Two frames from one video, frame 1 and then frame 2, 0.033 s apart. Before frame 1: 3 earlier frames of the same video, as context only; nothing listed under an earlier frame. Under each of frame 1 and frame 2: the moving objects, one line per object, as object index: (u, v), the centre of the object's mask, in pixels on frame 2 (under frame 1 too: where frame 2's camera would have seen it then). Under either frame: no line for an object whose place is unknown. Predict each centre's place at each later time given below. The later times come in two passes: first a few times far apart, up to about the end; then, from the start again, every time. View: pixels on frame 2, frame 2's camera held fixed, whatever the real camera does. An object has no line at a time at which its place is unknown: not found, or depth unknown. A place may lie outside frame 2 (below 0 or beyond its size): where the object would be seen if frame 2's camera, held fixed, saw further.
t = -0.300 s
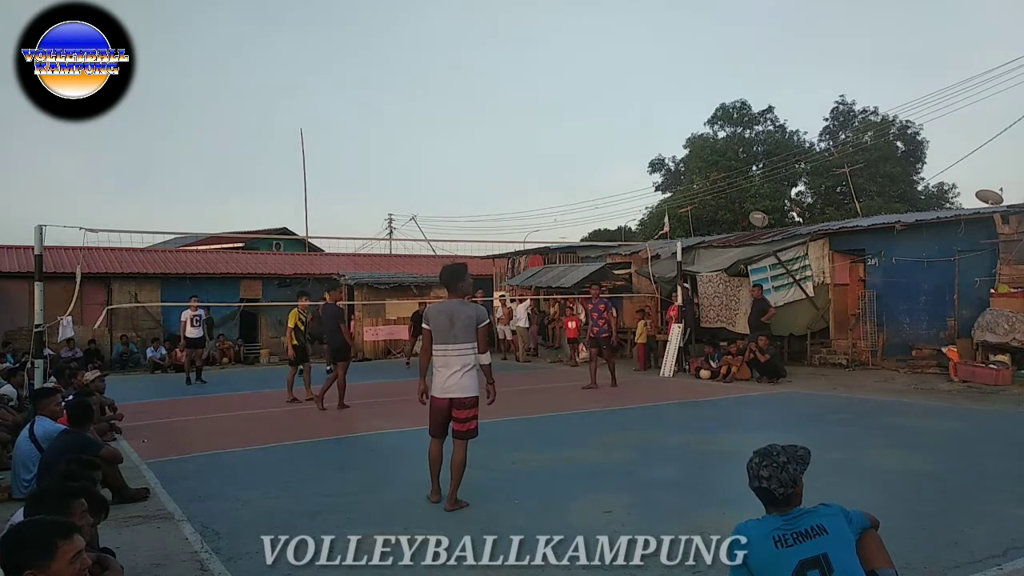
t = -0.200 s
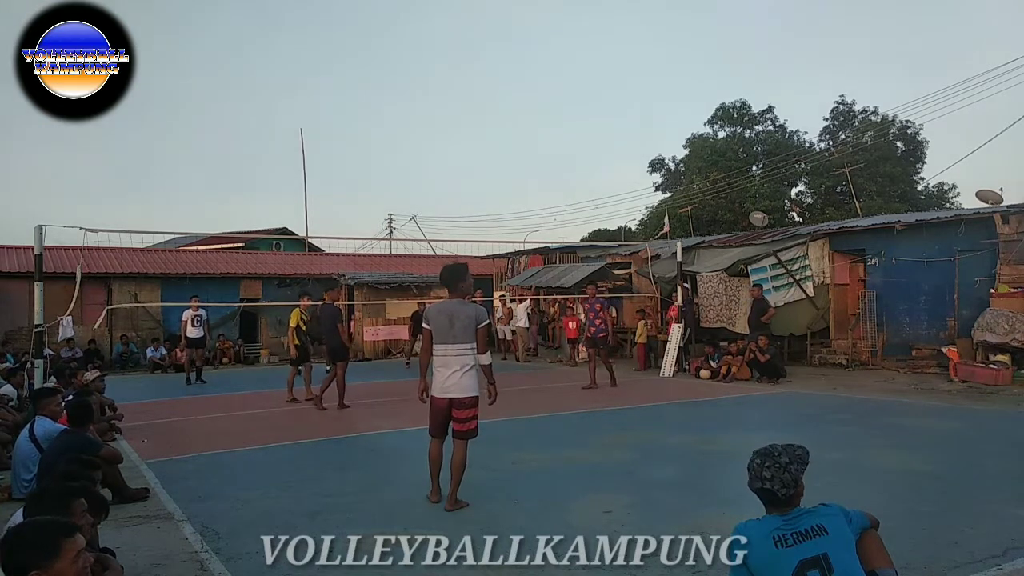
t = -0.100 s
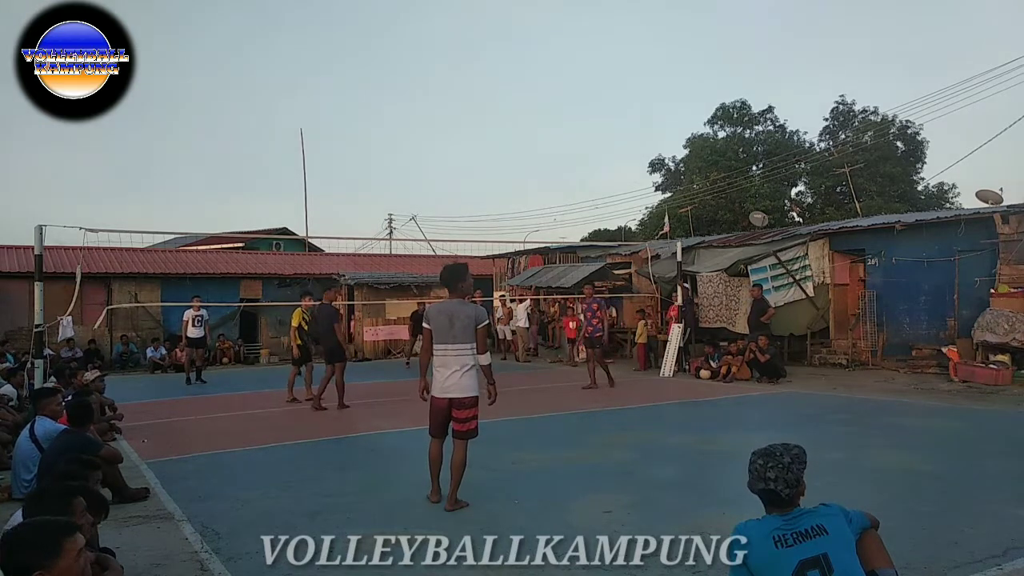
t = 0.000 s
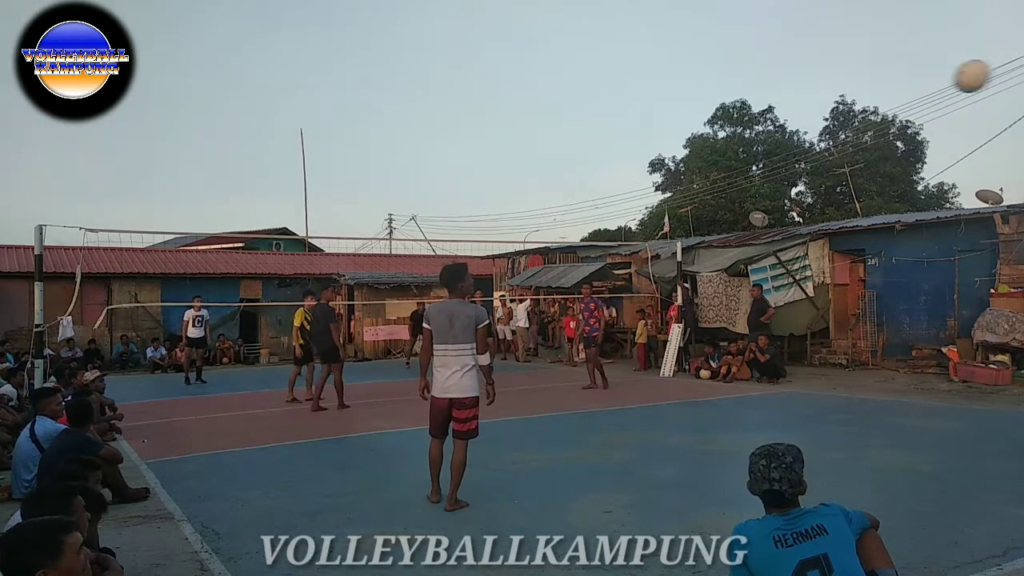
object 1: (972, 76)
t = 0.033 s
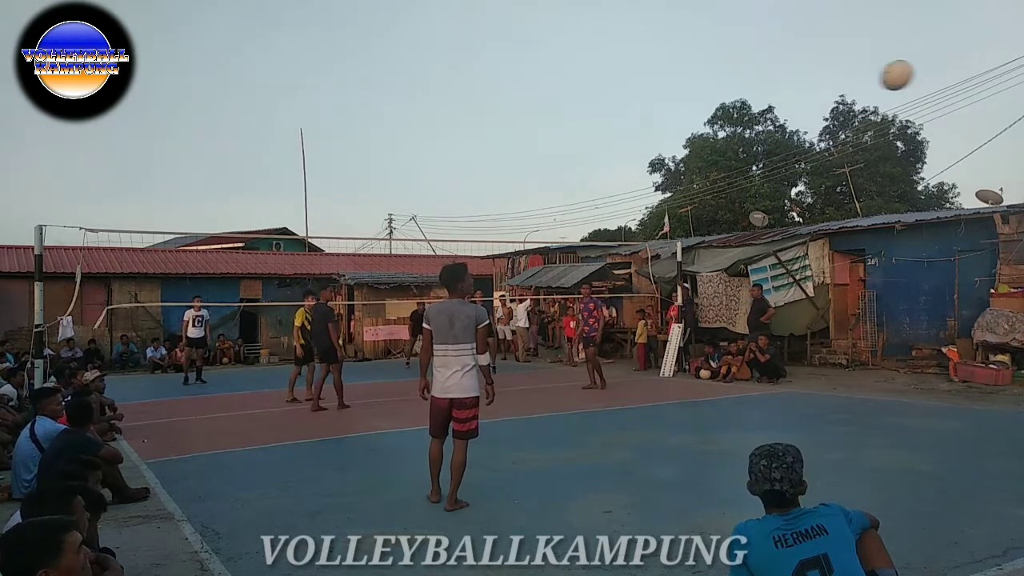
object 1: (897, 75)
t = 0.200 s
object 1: (645, 88)
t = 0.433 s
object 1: (463, 131)
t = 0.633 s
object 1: (374, 180)
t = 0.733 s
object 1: (343, 206)
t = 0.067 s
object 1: (832, 75)
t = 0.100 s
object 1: (775, 77)
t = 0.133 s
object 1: (726, 80)
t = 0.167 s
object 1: (683, 84)
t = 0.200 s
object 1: (645, 88)
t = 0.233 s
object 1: (610, 93)
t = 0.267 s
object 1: (580, 99)
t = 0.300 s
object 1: (552, 104)
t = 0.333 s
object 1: (526, 111)
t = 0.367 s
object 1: (503, 117)
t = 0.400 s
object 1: (482, 123)
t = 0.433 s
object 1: (463, 131)
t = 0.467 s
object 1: (444, 138)
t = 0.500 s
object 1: (428, 146)
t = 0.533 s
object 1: (413, 155)
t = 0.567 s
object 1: (399, 163)
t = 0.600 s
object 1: (386, 171)
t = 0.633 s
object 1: (374, 180)
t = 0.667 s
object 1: (363, 188)
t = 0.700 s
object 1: (353, 197)
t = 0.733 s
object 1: (343, 206)
